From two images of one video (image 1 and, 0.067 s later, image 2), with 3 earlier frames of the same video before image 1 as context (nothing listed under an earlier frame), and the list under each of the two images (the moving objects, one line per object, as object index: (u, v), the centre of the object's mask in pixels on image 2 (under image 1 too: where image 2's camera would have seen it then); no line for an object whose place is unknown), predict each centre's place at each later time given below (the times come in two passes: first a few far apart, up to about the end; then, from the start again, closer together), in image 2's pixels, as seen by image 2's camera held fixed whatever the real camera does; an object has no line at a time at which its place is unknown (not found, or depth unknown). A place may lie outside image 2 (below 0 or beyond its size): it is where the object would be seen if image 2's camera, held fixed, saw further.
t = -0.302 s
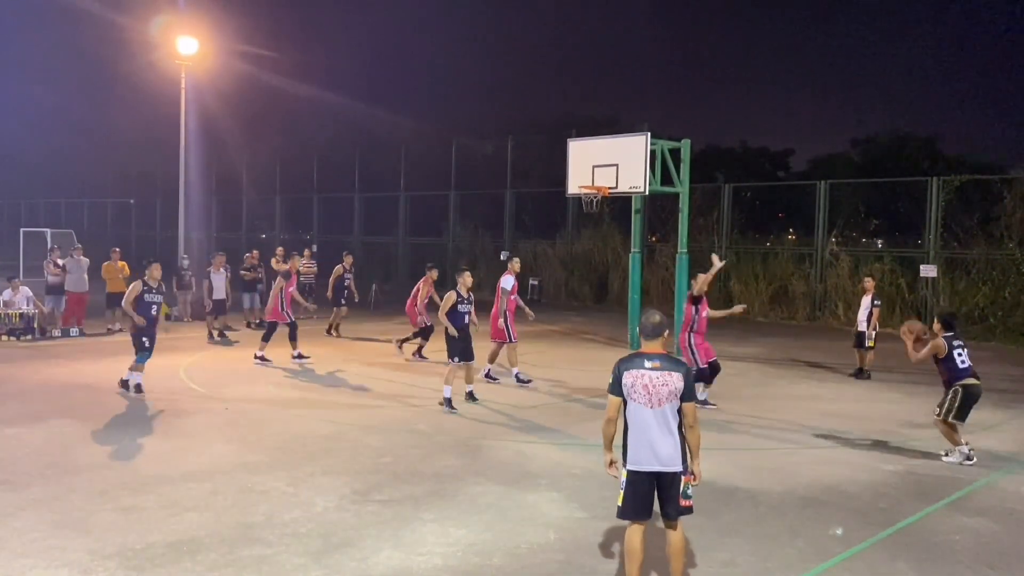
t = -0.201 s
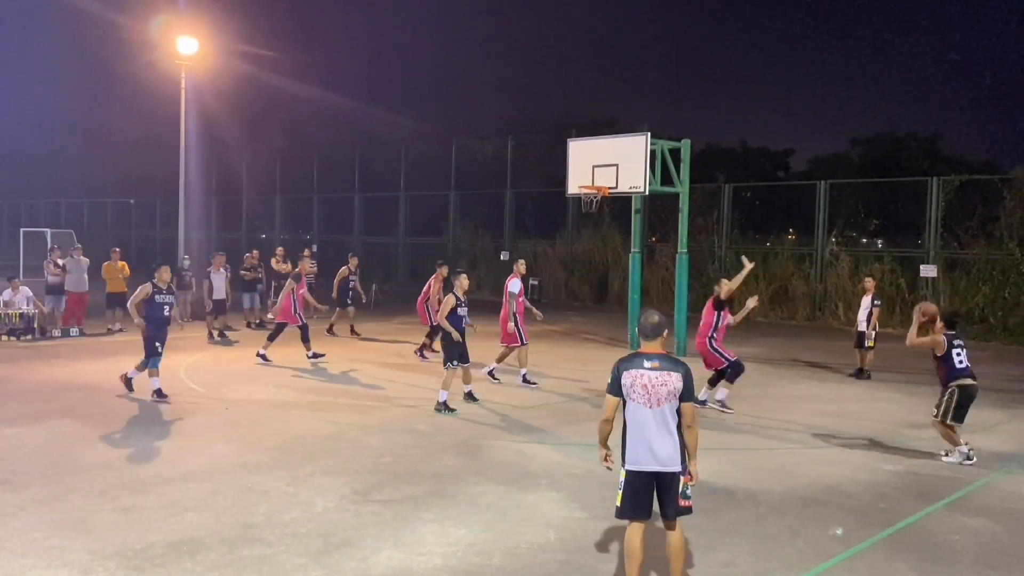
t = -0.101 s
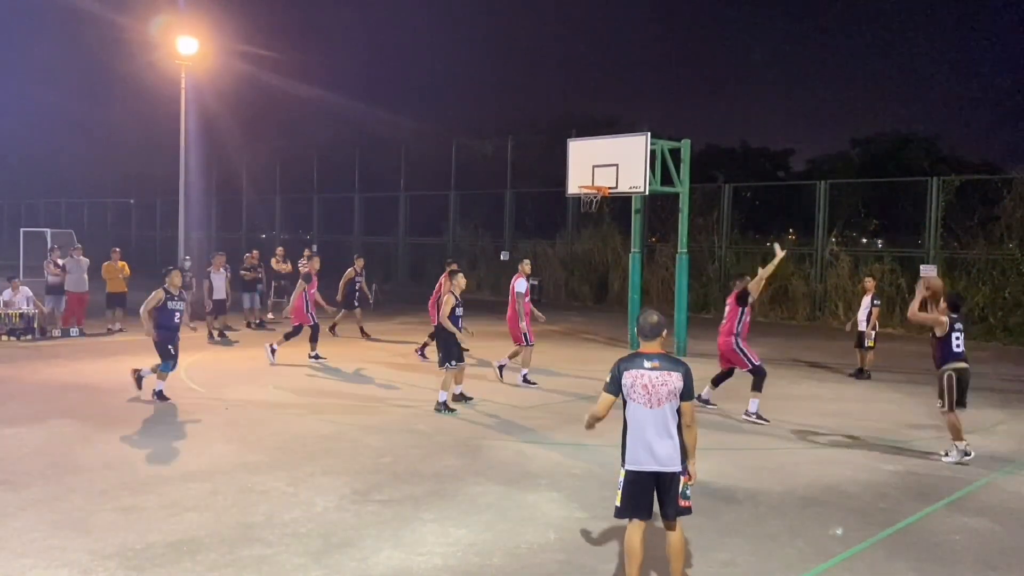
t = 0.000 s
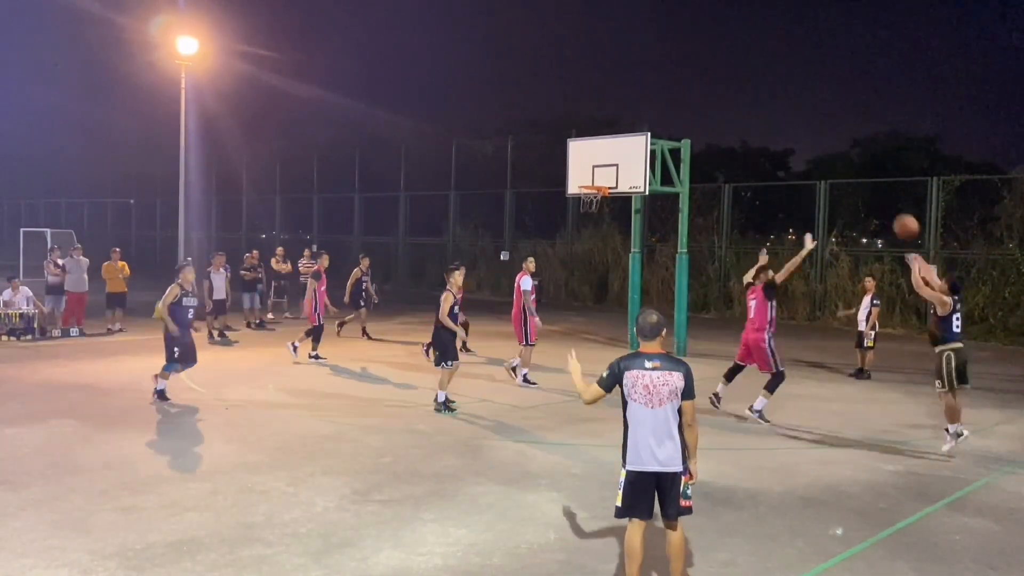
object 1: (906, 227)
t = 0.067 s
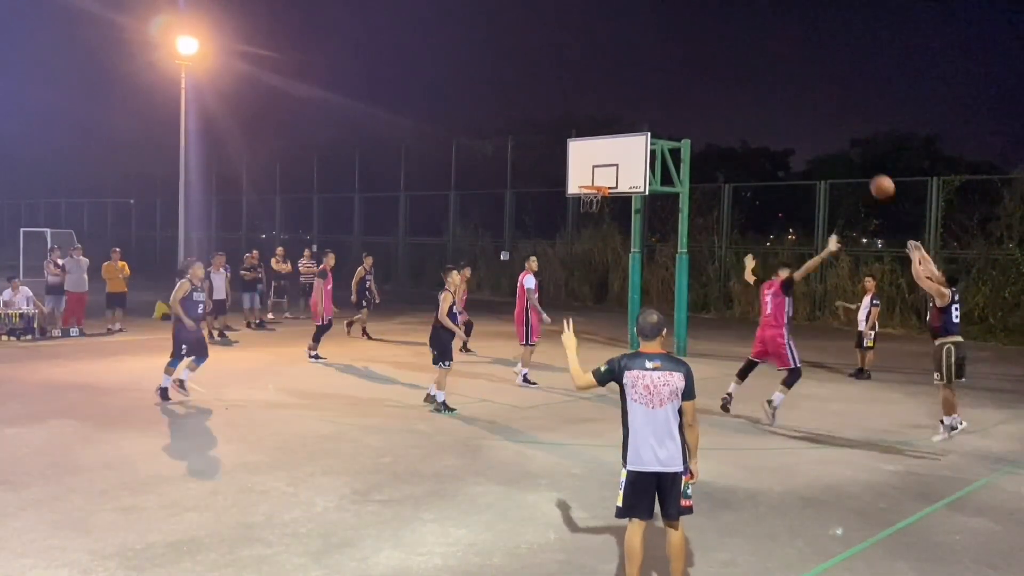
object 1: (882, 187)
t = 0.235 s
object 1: (828, 113)
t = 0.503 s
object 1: (756, 59)
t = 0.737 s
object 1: (703, 59)
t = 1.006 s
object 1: (653, 98)
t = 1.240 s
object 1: (614, 158)
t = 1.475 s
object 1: (588, 197)
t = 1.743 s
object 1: (596, 198)
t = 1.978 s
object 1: (595, 213)
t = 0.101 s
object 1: (870, 169)
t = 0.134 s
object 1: (859, 153)
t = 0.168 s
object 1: (849, 139)
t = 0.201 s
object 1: (838, 125)
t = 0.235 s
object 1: (828, 113)
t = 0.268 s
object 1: (818, 103)
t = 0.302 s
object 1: (808, 93)
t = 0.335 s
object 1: (799, 85)
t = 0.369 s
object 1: (790, 79)
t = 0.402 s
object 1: (781, 72)
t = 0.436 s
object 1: (772, 67)
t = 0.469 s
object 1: (764, 63)
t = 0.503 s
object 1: (756, 59)
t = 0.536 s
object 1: (748, 57)
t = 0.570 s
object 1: (740, 55)
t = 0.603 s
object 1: (733, 54)
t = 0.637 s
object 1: (725, 54)
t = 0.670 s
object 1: (718, 55)
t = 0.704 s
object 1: (710, 56)
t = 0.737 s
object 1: (703, 59)
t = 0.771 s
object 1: (697, 61)
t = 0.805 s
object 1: (690, 65)
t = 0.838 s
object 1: (683, 69)
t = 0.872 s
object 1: (677, 73)
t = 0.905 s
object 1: (671, 79)
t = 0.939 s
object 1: (664, 85)
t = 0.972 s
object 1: (659, 91)
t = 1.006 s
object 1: (653, 98)
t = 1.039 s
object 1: (647, 105)
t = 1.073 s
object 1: (641, 113)
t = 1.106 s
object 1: (636, 122)
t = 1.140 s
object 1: (630, 130)
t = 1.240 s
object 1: (614, 158)
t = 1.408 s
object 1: (586, 192)
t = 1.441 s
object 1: (586, 196)
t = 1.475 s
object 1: (588, 197)
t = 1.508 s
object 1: (589, 196)
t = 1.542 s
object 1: (591, 197)
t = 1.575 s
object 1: (592, 195)
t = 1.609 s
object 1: (594, 196)
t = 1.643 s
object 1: (594, 196)
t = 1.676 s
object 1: (595, 197)
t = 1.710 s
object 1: (596, 197)
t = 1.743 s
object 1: (596, 198)
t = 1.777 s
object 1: (596, 200)
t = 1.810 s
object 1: (597, 202)
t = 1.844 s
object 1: (598, 204)
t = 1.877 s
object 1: (597, 205)
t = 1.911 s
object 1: (596, 208)
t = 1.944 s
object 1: (595, 209)
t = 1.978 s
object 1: (595, 213)
